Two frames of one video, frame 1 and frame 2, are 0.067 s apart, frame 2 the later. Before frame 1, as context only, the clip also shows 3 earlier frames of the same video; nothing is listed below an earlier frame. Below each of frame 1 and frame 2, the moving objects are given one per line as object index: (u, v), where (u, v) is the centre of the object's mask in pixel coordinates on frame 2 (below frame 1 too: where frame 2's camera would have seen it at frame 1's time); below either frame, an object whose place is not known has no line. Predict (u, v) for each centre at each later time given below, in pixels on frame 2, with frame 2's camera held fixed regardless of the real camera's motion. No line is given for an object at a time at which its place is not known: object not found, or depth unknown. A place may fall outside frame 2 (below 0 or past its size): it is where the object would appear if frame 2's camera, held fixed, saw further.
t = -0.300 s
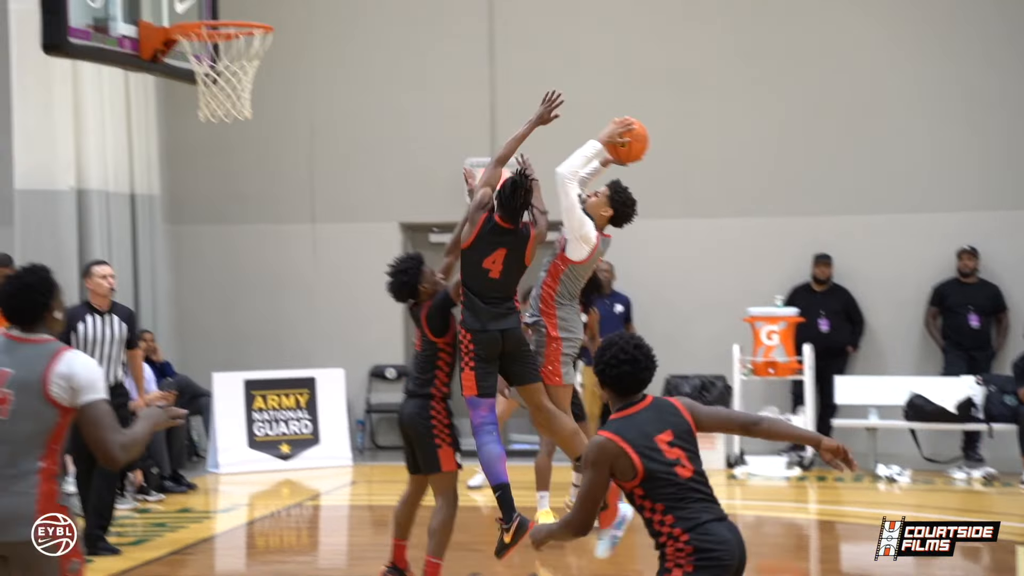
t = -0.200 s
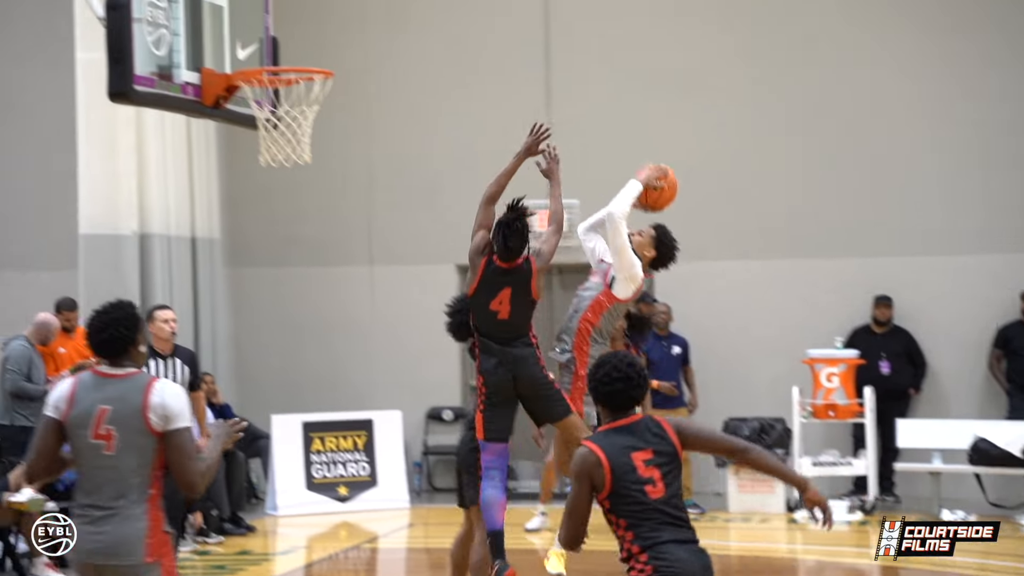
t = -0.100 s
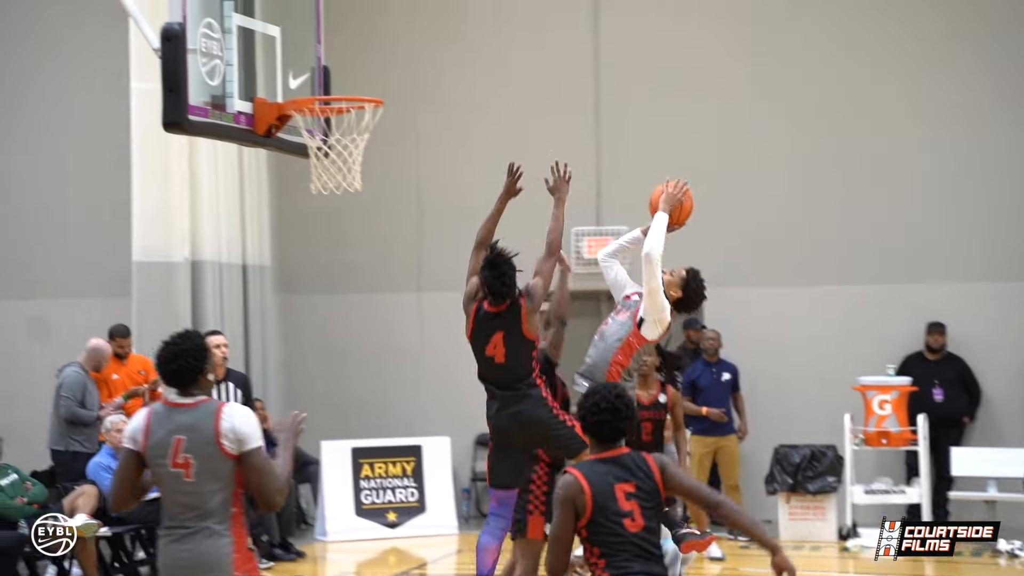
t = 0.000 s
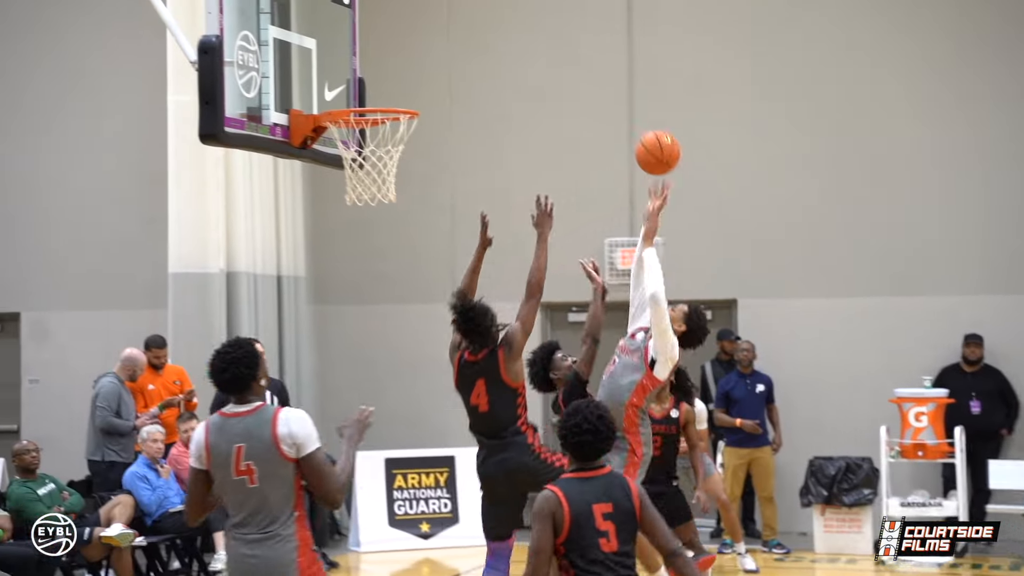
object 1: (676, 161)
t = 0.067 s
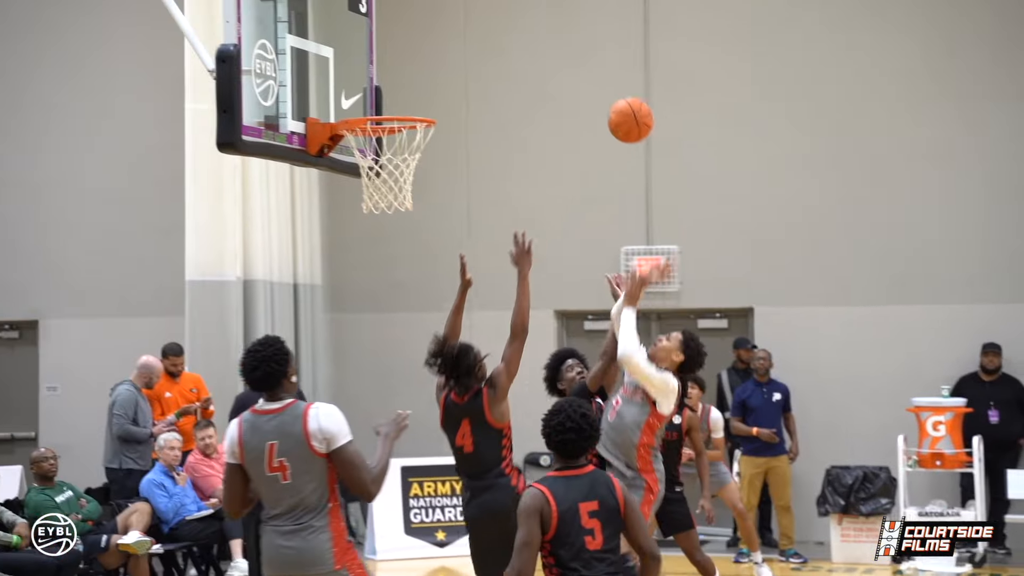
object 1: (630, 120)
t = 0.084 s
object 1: (619, 111)
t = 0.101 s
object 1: (608, 103)
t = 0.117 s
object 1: (597, 95)
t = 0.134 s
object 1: (585, 88)
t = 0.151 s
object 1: (574, 81)
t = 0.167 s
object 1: (562, 74)
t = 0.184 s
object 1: (551, 69)
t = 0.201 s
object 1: (539, 63)
